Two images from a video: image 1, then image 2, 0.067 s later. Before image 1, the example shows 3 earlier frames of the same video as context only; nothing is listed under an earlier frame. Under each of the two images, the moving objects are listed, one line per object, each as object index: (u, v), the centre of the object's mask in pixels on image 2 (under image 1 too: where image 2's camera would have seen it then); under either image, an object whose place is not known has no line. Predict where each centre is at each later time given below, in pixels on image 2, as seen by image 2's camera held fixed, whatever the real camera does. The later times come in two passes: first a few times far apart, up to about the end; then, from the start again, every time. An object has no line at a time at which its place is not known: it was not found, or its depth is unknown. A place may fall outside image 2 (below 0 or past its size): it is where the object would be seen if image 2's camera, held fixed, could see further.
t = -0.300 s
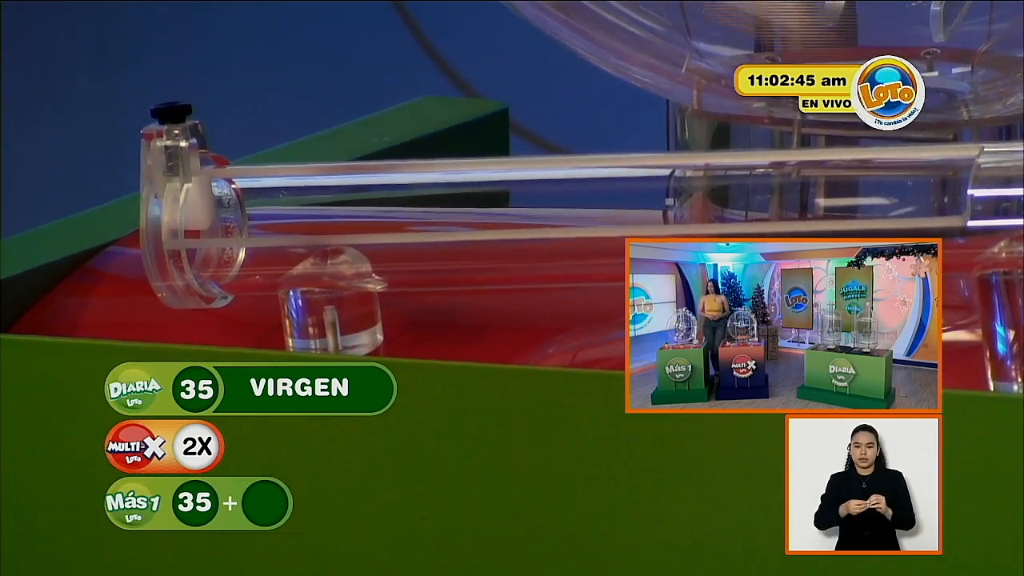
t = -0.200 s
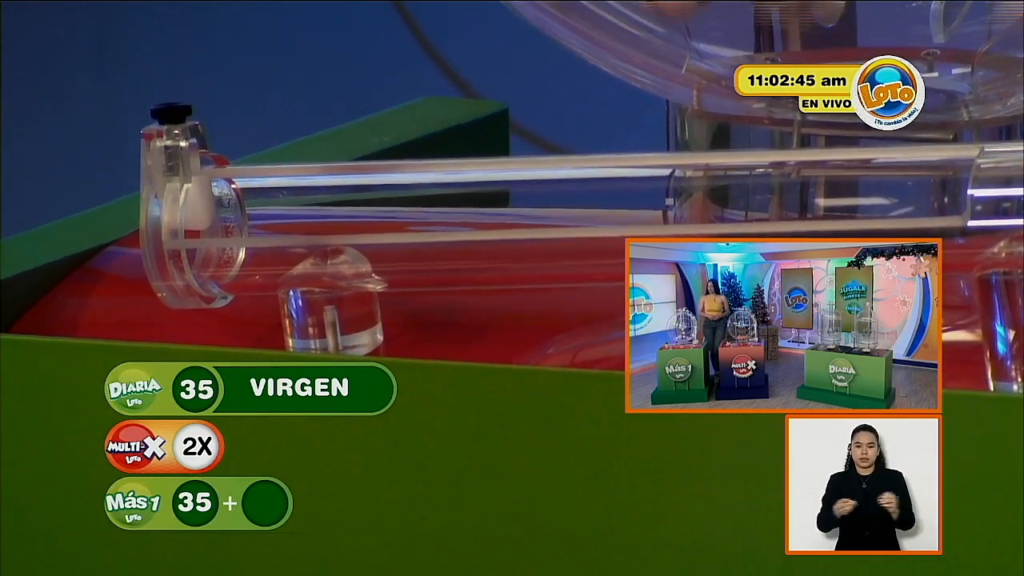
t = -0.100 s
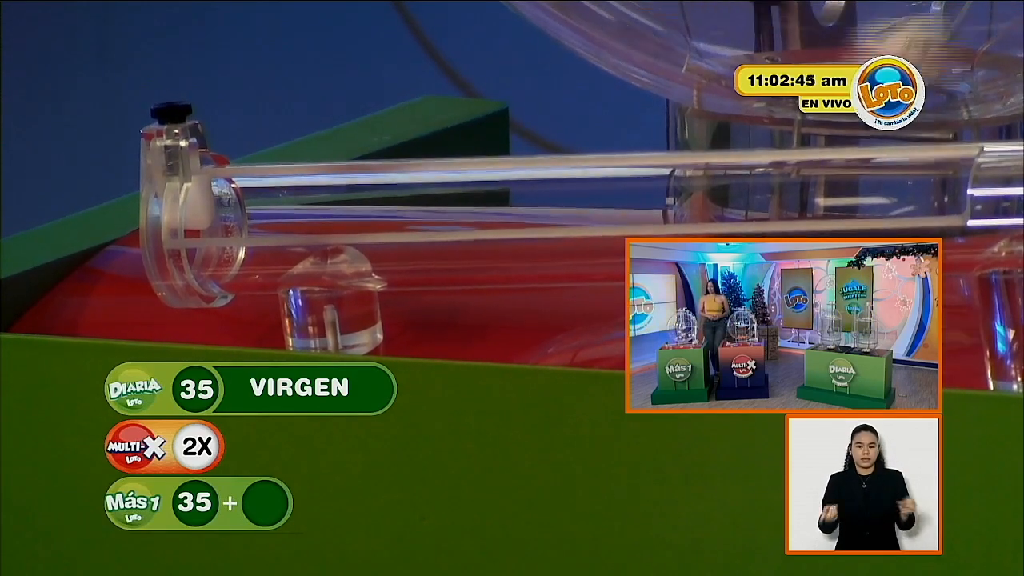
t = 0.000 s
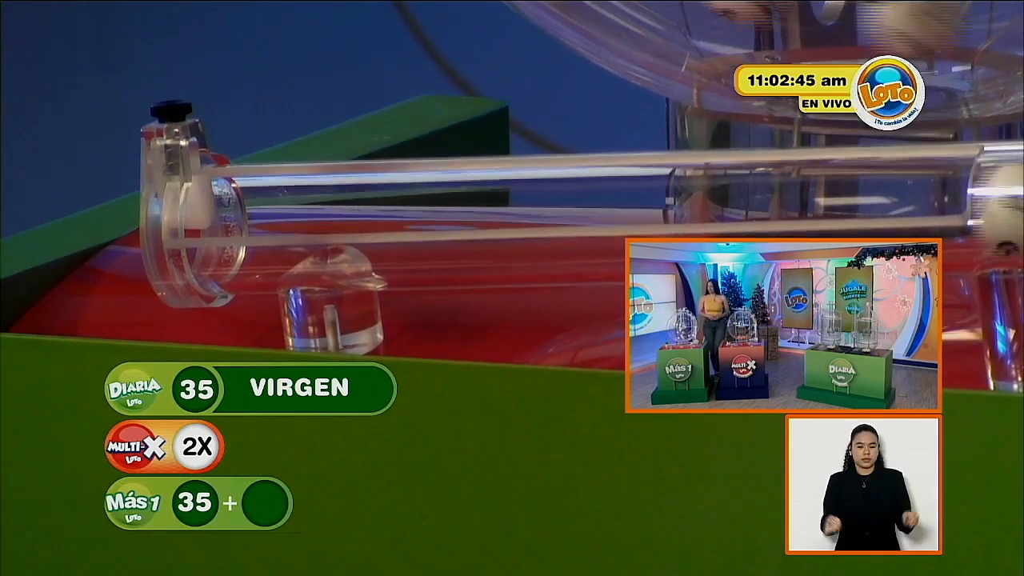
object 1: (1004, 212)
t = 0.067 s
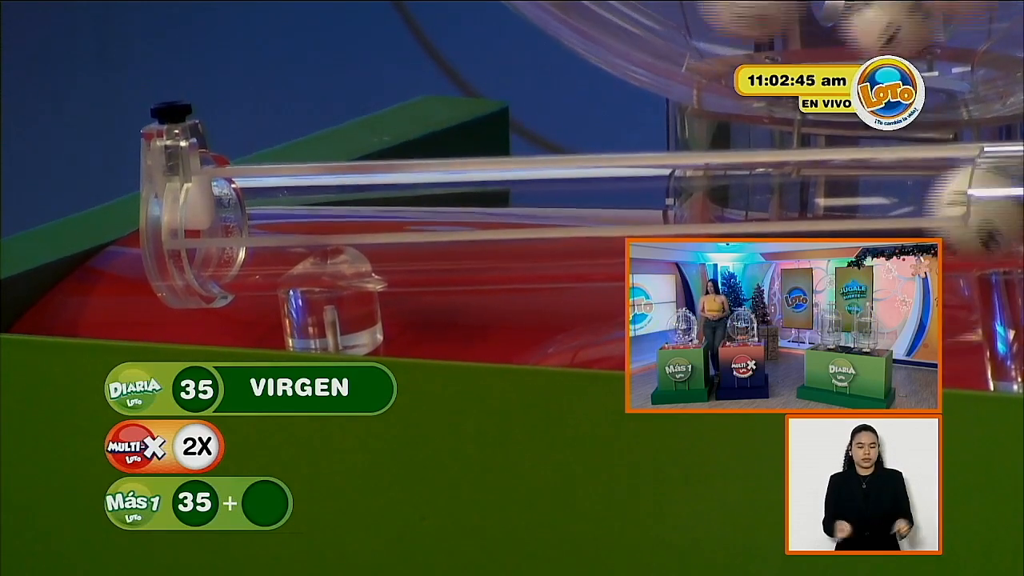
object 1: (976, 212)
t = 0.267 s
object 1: (822, 197)
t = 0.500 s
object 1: (601, 215)
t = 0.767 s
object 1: (299, 226)
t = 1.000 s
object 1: (259, 229)
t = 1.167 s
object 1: (259, 230)
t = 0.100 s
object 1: (953, 211)
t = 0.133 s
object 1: (931, 205)
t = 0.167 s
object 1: (907, 201)
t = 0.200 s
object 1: (879, 199)
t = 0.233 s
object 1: (852, 196)
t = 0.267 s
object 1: (822, 197)
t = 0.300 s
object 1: (793, 197)
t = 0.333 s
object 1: (765, 198)
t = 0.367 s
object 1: (736, 200)
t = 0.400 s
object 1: (705, 200)
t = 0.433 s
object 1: (673, 201)
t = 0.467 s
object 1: (639, 203)
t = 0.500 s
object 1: (601, 215)
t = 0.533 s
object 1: (569, 219)
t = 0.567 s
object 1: (530, 220)
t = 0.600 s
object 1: (497, 220)
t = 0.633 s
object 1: (459, 222)
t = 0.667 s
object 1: (421, 221)
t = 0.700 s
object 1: (380, 223)
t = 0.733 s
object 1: (337, 226)
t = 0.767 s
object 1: (299, 226)
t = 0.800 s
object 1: (265, 229)
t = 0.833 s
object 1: (264, 224)
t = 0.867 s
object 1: (266, 229)
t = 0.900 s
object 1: (269, 227)
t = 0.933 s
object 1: (265, 228)
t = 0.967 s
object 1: (260, 230)
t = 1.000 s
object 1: (259, 229)
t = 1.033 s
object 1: (259, 230)
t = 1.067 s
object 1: (259, 229)
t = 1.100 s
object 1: (259, 229)
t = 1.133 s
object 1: (259, 229)
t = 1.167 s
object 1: (259, 230)
